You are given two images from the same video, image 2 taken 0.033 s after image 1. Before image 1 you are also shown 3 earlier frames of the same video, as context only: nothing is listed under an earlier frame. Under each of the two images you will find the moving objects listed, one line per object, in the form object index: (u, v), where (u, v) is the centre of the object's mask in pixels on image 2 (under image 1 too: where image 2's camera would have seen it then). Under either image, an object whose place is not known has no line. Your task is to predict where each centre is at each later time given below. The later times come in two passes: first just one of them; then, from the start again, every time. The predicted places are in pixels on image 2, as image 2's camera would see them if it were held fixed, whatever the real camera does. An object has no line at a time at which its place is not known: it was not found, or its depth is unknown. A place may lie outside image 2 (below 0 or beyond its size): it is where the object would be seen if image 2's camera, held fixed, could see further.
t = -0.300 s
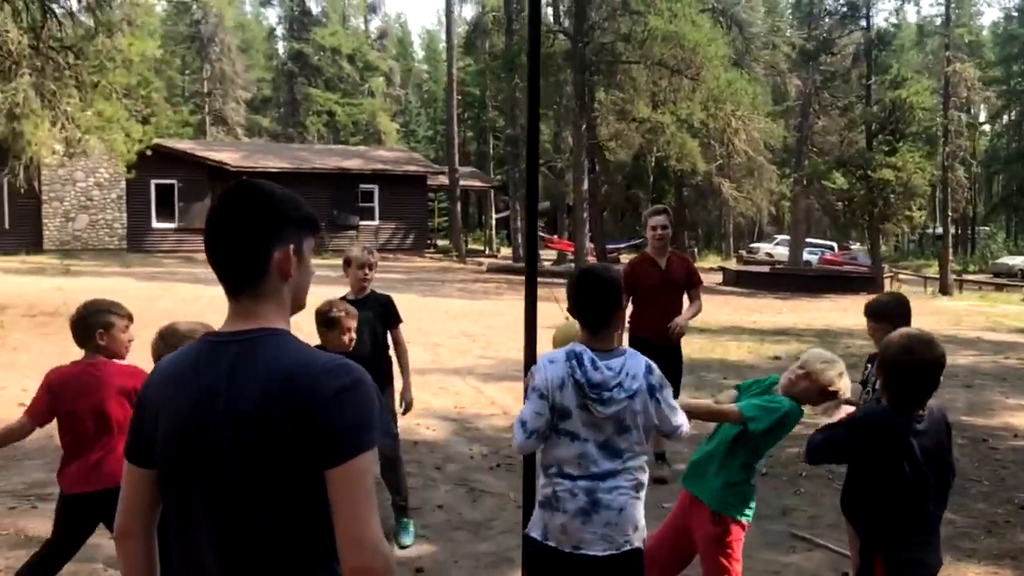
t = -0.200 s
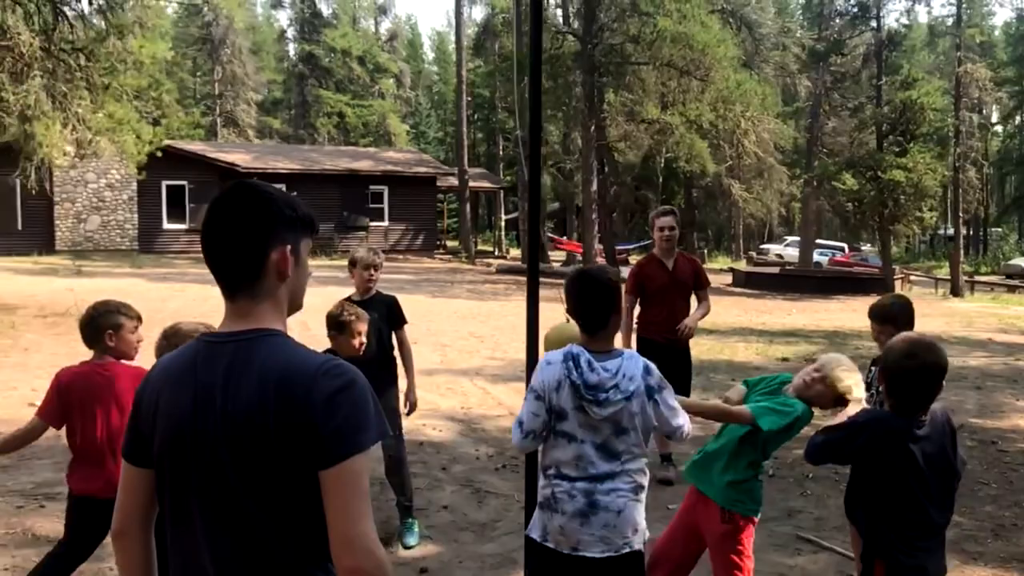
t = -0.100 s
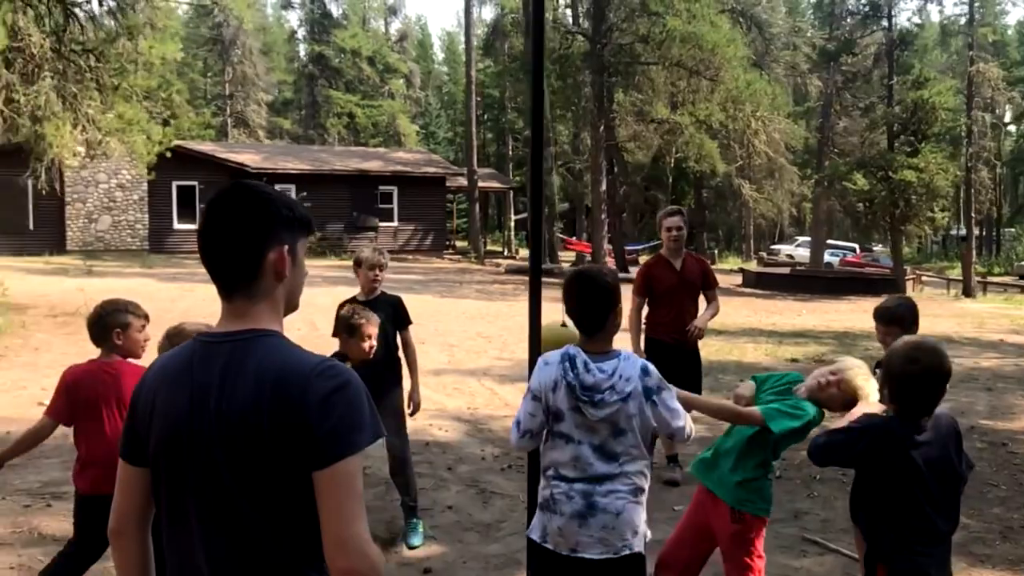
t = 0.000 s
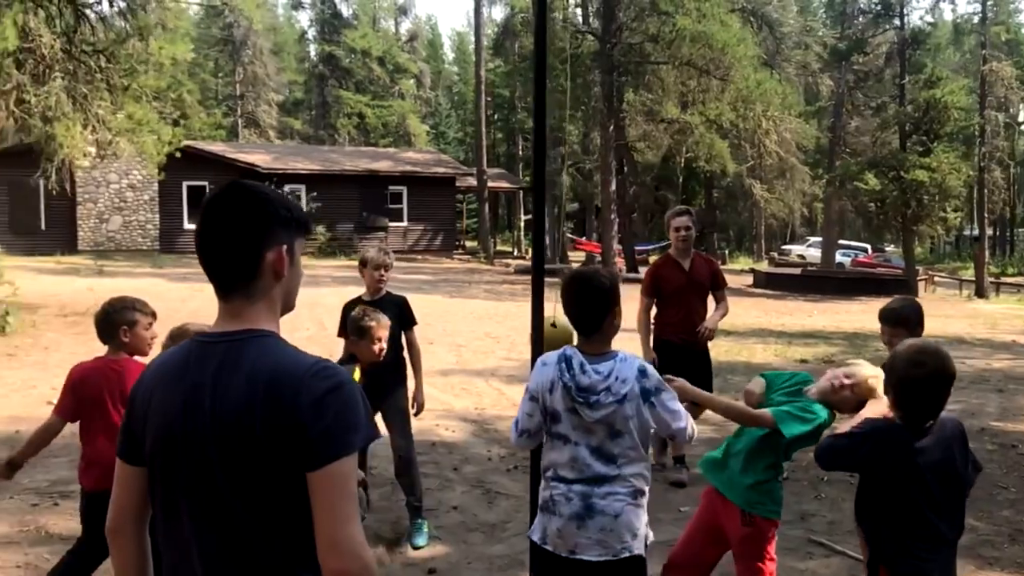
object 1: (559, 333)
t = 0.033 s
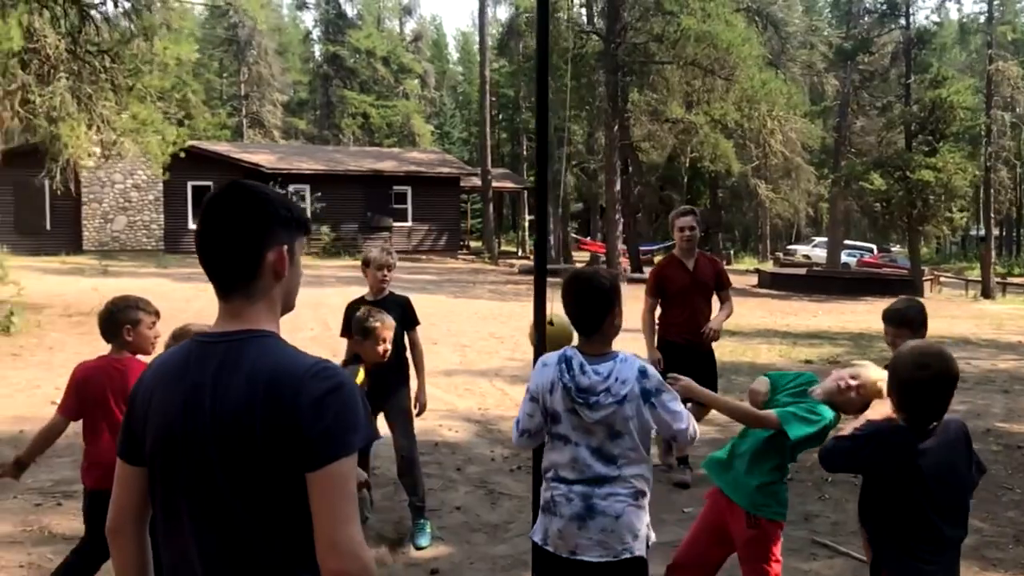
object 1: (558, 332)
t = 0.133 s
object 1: (546, 326)
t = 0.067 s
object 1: (552, 331)
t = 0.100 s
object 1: (548, 328)
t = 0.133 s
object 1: (546, 326)
